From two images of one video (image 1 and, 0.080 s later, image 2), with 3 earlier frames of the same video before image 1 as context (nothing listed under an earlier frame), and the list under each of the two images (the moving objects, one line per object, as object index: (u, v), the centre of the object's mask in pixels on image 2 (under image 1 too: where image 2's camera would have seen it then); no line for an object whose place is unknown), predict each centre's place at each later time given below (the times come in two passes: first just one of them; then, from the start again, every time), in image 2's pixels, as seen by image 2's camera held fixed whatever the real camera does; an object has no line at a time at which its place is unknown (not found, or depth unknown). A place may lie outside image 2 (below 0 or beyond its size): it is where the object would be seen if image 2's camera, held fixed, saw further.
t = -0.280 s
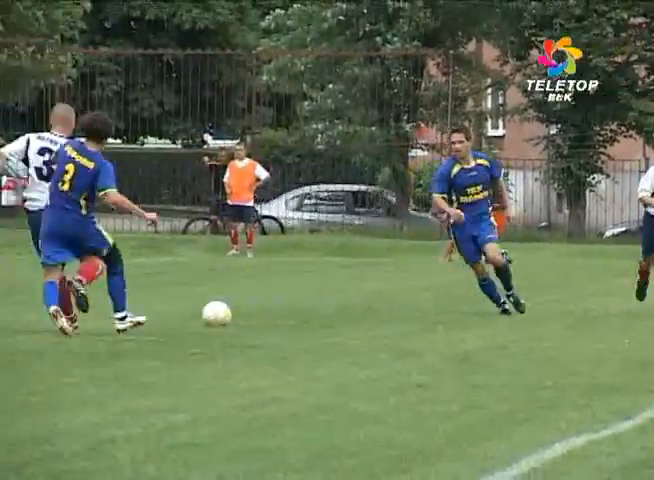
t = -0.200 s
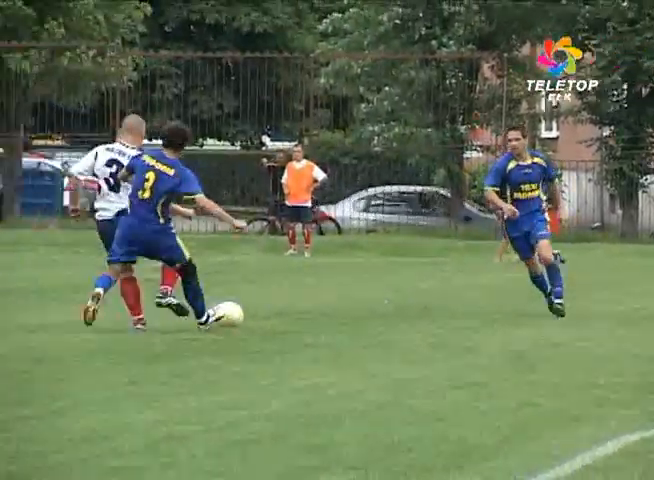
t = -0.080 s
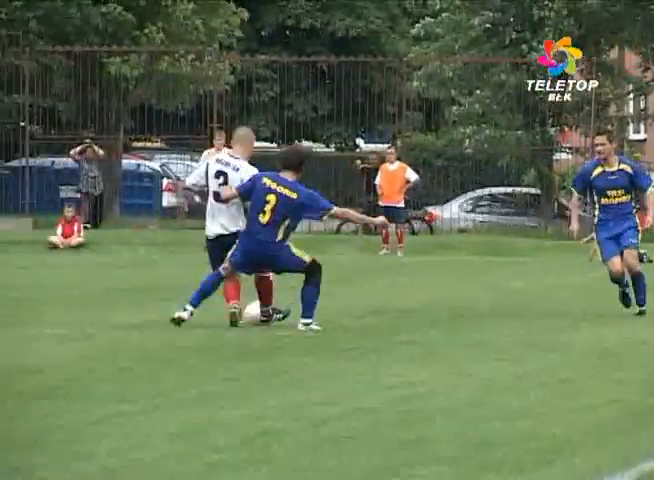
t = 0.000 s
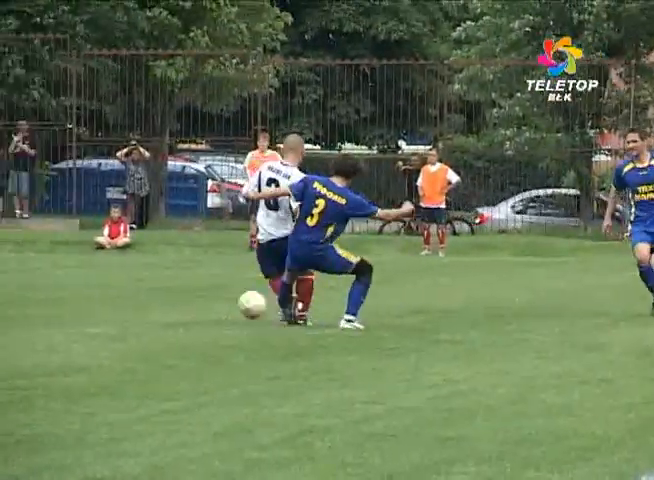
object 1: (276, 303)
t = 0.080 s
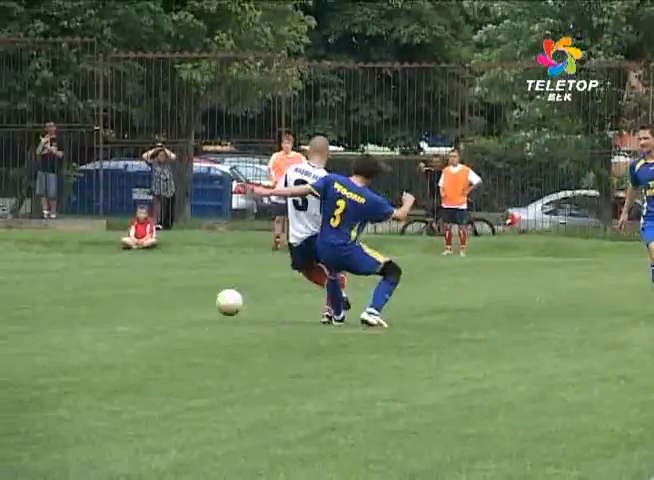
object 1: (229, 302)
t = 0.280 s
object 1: (133, 293)
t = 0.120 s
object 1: (206, 303)
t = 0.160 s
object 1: (186, 302)
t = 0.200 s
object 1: (167, 297)
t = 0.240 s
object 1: (150, 294)
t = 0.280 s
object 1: (133, 293)
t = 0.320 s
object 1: (116, 294)
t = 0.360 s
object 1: (98, 296)
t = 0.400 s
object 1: (82, 297)
